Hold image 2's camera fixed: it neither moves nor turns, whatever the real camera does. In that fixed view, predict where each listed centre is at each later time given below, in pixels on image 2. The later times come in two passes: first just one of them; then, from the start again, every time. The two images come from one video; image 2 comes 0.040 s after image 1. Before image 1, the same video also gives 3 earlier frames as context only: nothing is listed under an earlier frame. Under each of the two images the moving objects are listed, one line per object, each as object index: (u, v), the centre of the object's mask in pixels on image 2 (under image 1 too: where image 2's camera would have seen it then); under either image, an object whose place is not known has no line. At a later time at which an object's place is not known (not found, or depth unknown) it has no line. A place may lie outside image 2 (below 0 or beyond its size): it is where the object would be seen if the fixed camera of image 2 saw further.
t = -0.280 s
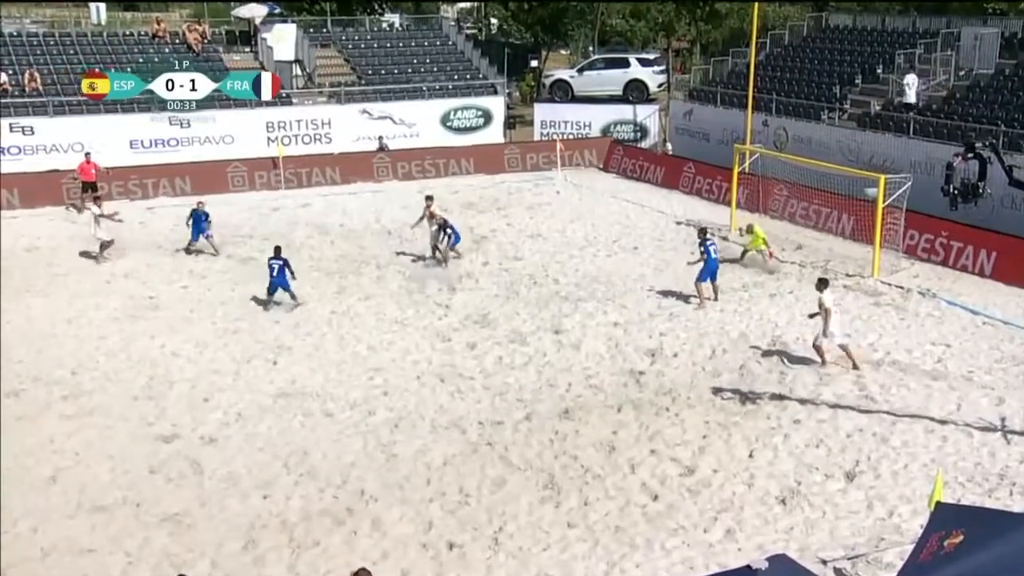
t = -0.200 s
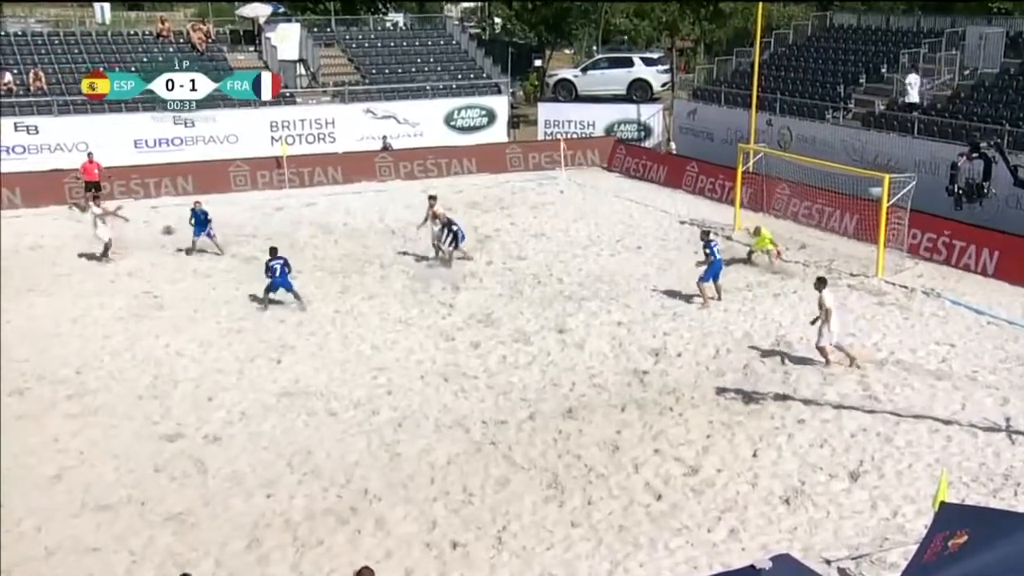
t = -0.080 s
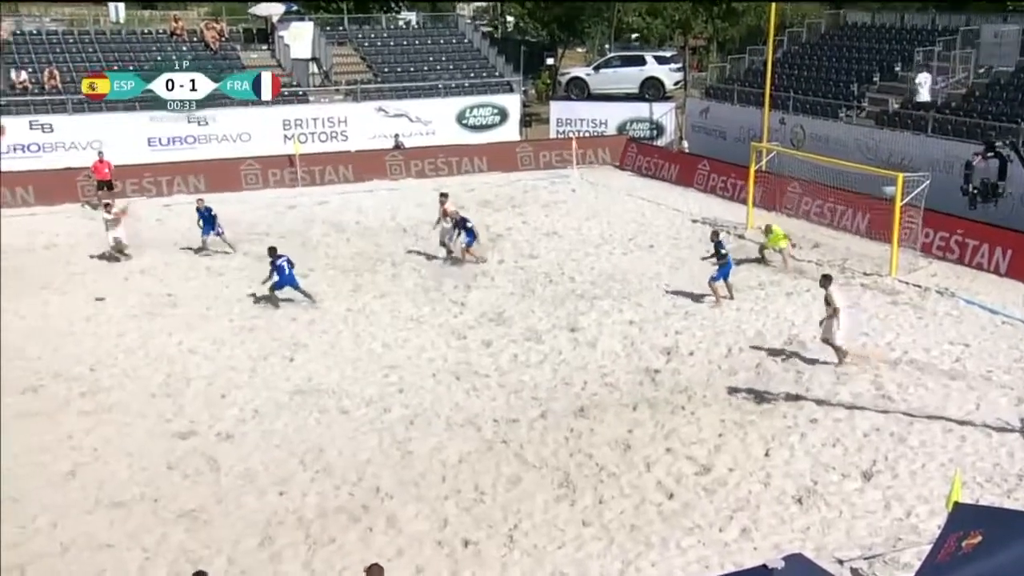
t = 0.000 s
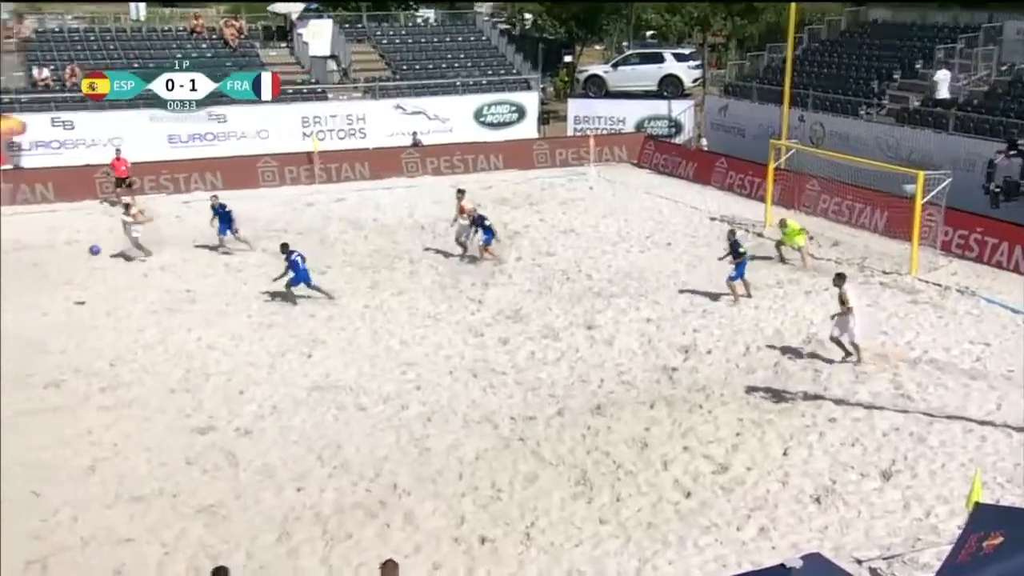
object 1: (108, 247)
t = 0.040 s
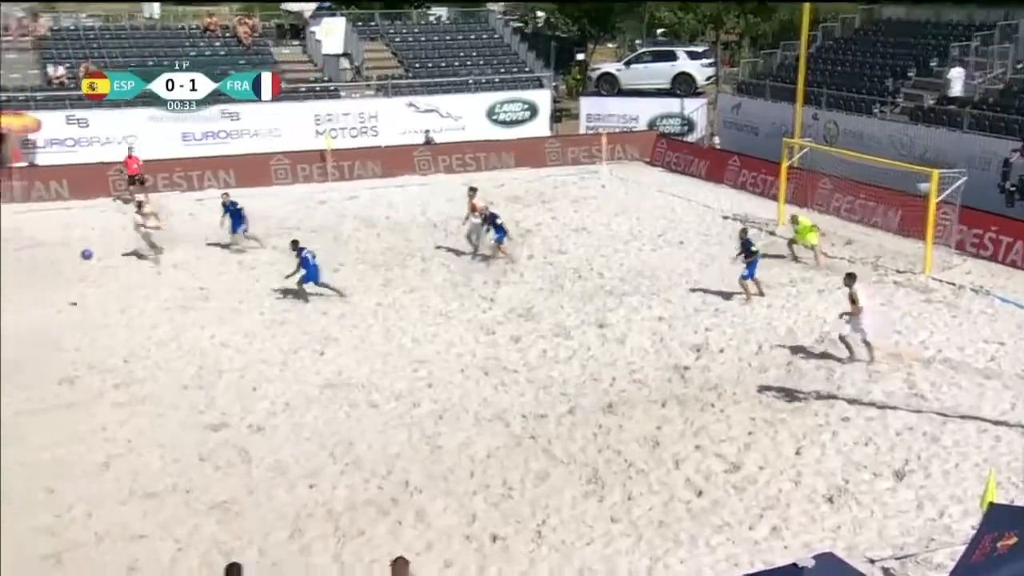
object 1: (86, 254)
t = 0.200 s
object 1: (-2, 291)
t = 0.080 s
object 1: (64, 261)
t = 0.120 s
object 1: (43, 271)
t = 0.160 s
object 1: (21, 281)
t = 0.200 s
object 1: (-2, 291)
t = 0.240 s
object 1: (-25, 303)
